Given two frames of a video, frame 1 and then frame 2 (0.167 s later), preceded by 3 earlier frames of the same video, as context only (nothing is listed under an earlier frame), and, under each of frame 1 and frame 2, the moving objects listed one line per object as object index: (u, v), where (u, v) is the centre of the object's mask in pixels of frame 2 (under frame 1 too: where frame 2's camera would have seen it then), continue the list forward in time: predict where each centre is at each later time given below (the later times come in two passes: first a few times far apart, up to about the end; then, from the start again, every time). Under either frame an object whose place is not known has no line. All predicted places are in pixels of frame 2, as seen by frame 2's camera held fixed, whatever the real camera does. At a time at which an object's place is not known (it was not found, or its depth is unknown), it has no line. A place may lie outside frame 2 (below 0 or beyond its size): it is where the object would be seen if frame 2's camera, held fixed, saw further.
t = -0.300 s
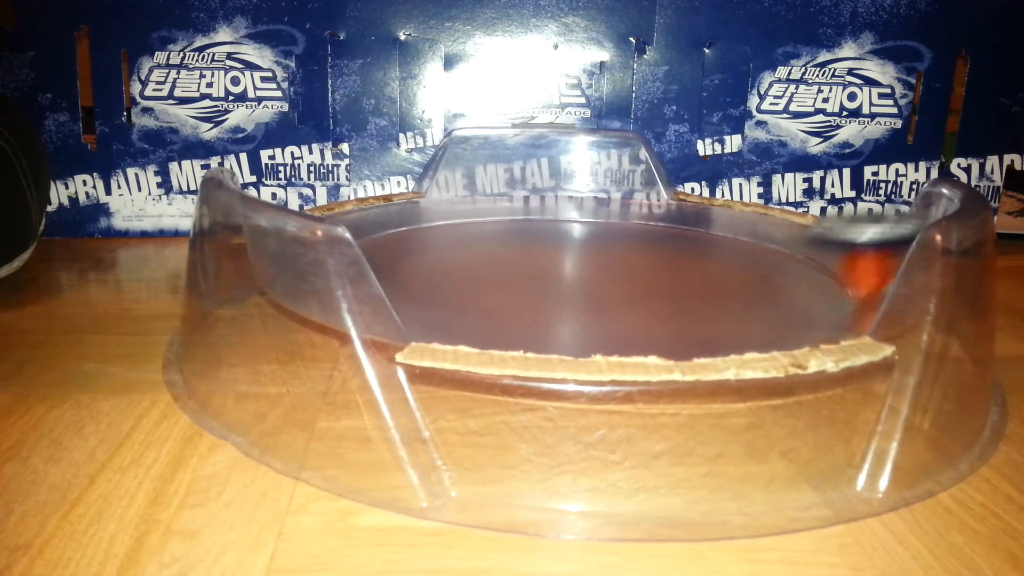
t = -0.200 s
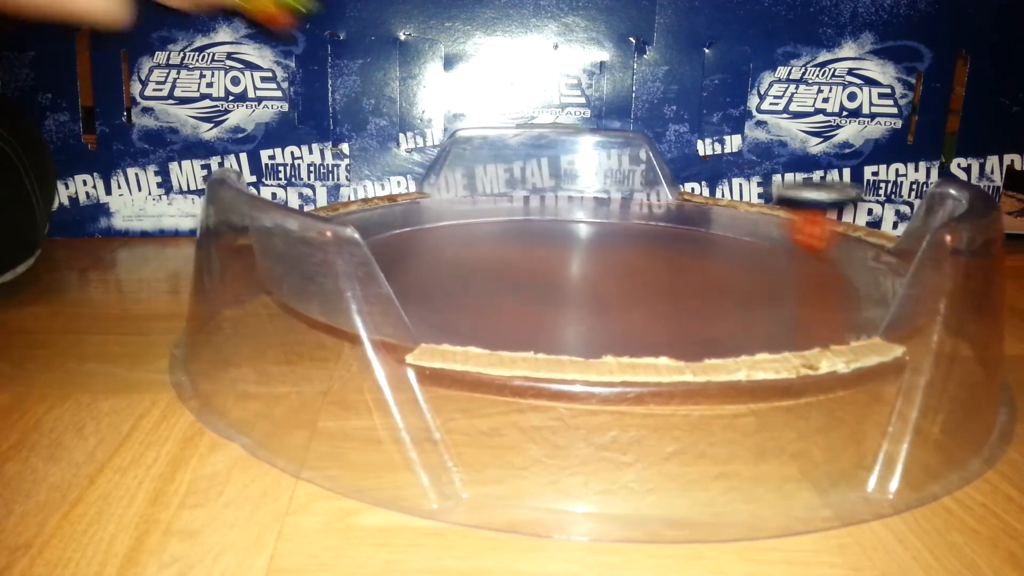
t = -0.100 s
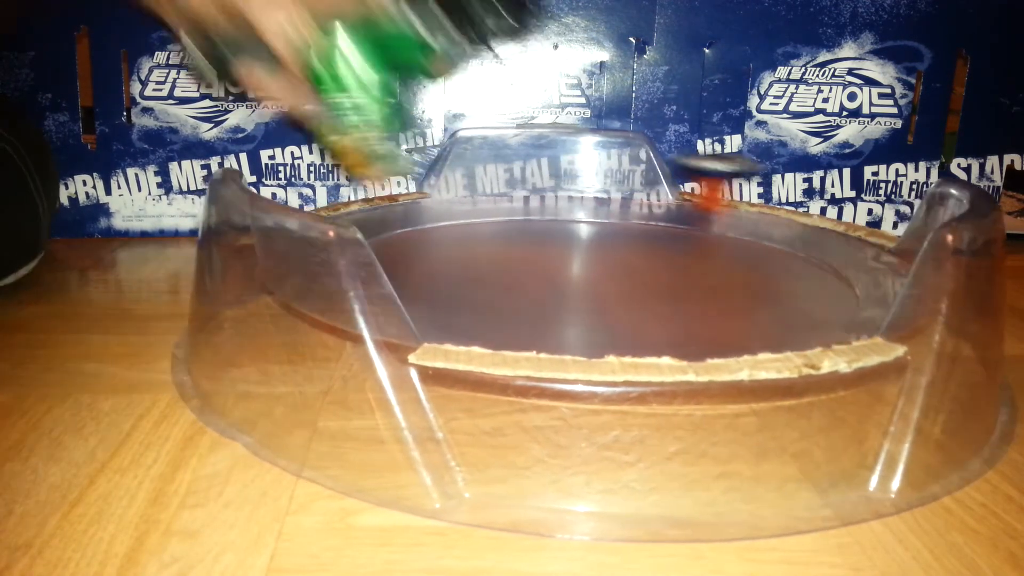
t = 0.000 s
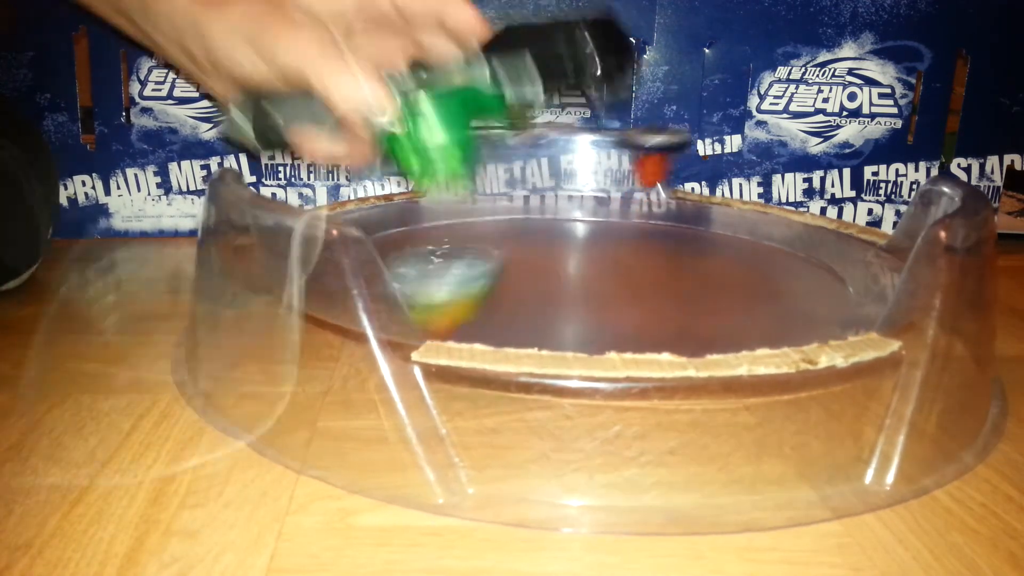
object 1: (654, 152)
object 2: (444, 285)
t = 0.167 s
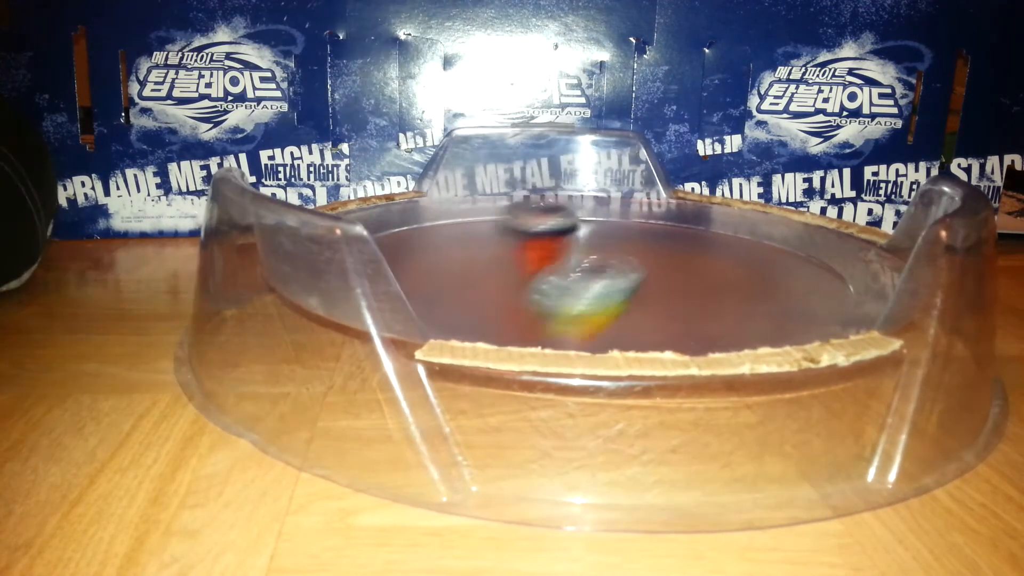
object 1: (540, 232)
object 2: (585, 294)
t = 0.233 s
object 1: (487, 254)
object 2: (639, 278)
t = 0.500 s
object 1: (513, 286)
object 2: (667, 253)
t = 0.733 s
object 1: (783, 283)
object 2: (513, 251)
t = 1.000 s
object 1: (700, 208)
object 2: (461, 290)
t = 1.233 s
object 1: (478, 192)
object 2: (730, 306)
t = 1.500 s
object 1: (383, 253)
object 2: (738, 251)
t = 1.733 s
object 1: (752, 293)
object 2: (495, 209)
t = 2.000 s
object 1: (780, 215)
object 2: (391, 249)
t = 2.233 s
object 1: (531, 188)
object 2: (675, 313)
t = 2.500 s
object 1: (354, 213)
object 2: (790, 240)
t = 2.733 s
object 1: (628, 297)
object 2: (566, 198)
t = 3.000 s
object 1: (835, 234)
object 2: (374, 227)
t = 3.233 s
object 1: (638, 191)
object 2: (595, 313)
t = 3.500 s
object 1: (395, 203)
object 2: (844, 254)
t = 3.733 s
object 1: (411, 258)
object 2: (655, 203)
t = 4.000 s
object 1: (779, 290)
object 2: (399, 211)
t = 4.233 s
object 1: (819, 230)
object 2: (425, 279)
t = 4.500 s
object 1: (614, 194)
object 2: (809, 297)
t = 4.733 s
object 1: (431, 205)
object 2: (787, 225)
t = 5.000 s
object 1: (418, 259)
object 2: (537, 198)
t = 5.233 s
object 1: (660, 298)
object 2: (377, 219)
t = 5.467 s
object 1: (767, 272)
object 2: (472, 299)
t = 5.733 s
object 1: (587, 206)
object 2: (819, 286)
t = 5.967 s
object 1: (417, 219)
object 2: (754, 223)
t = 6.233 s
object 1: (501, 289)
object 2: (517, 203)
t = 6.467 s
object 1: (773, 286)
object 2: (397, 236)
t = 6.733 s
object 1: (743, 225)
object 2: (591, 311)
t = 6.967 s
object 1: (557, 207)
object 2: (780, 275)
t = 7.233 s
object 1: (418, 240)
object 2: (628, 226)
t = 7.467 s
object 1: (627, 297)
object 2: (453, 249)
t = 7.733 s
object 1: (762, 254)
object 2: (570, 305)
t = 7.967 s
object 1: (625, 218)
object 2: (739, 281)
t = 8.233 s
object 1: (454, 233)
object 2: (628, 234)
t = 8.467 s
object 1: (514, 288)
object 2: (463, 238)
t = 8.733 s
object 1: (737, 286)
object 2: (529, 301)
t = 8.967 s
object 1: (687, 234)
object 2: (735, 290)
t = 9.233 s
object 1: (517, 228)
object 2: (664, 239)
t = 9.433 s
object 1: (467, 257)
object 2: (530, 233)
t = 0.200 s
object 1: (513, 241)
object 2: (614, 274)
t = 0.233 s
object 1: (487, 254)
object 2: (639, 278)
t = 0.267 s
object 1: (462, 273)
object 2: (659, 292)
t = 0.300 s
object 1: (445, 272)
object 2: (674, 275)
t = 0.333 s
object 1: (435, 272)
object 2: (686, 276)
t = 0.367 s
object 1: (432, 273)
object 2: (691, 268)
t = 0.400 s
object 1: (437, 277)
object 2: (692, 264)
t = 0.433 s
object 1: (452, 280)
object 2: (687, 259)
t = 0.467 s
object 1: (478, 282)
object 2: (678, 257)
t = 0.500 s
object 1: (513, 286)
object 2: (667, 253)
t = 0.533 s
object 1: (553, 288)
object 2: (654, 251)
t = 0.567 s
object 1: (602, 292)
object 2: (637, 239)
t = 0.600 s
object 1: (645, 293)
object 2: (612, 238)
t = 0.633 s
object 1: (691, 292)
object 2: (589, 246)
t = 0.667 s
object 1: (730, 292)
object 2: (563, 247)
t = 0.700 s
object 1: (761, 290)
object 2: (540, 247)
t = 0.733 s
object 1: (783, 283)
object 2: (513, 251)
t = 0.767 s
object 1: (798, 278)
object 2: (492, 253)
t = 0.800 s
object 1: (804, 274)
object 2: (472, 257)
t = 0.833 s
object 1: (802, 254)
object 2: (457, 260)
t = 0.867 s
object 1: (791, 242)
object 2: (444, 264)
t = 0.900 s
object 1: (774, 232)
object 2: (438, 270)
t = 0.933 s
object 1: (754, 224)
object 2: (437, 276)
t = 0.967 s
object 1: (729, 215)
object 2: (444, 283)
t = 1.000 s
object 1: (700, 208)
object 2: (461, 290)
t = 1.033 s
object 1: (672, 203)
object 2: (487, 297)
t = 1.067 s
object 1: (641, 197)
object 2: (519, 304)
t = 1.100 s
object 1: (611, 193)
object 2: (560, 308)
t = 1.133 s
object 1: (574, 189)
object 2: (604, 311)
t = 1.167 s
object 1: (540, 187)
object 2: (651, 311)
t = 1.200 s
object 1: (509, 189)
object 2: (694, 310)
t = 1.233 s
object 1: (478, 192)
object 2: (730, 306)
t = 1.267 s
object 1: (445, 194)
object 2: (760, 301)
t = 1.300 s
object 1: (414, 198)
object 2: (781, 294)
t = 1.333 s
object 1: (389, 204)
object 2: (792, 287)
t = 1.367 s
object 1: (370, 205)
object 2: (795, 279)
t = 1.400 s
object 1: (355, 205)
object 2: (789, 273)
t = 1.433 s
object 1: (352, 212)
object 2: (779, 266)
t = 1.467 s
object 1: (370, 224)
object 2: (760, 259)
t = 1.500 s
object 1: (383, 253)
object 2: (738, 251)
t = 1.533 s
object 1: (415, 265)
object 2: (709, 243)
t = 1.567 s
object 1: (446, 282)
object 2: (678, 235)
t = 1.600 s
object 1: (502, 292)
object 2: (643, 229)
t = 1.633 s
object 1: (572, 297)
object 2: (609, 222)
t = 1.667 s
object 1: (637, 297)
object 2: (572, 213)
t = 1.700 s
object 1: (699, 298)
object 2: (530, 210)
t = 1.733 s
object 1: (752, 293)
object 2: (495, 209)
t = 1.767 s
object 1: (795, 287)
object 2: (457, 205)
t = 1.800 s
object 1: (826, 277)
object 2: (424, 203)
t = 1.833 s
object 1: (843, 272)
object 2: (394, 205)
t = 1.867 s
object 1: (849, 268)
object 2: (372, 207)
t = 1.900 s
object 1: (843, 242)
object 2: (359, 211)
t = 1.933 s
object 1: (829, 231)
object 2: (358, 217)
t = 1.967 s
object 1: (806, 222)
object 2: (381, 237)
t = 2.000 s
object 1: (780, 215)
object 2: (391, 249)
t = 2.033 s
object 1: (745, 206)
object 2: (406, 266)
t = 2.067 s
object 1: (710, 200)
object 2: (427, 281)
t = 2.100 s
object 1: (679, 196)
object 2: (455, 296)
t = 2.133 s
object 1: (641, 191)
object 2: (505, 305)
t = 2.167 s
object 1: (605, 188)
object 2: (563, 311)
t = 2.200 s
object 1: (565, 187)
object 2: (620, 313)
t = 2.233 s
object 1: (531, 188)
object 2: (675, 313)
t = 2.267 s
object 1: (494, 189)
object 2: (722, 309)
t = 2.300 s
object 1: (460, 191)
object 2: (761, 303)
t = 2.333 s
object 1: (433, 195)
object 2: (790, 296)
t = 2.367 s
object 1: (404, 200)
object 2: (808, 284)
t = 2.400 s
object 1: (382, 204)
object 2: (816, 273)
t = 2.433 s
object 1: (365, 204)
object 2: (816, 263)
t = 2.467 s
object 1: (353, 205)
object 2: (806, 250)
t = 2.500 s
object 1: (354, 213)
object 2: (790, 240)
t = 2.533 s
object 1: (372, 226)
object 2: (769, 230)
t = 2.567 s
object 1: (393, 238)
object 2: (745, 220)
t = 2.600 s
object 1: (417, 264)
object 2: (713, 211)
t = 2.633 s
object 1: (447, 283)
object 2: (682, 205)
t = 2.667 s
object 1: (501, 291)
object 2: (645, 201)
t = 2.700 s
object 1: (566, 296)
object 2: (607, 198)
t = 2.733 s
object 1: (628, 297)
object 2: (566, 198)
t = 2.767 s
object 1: (692, 298)
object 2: (526, 197)
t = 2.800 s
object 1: (744, 294)
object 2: (487, 199)
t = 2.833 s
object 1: (787, 288)
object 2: (449, 202)
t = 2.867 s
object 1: (821, 280)
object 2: (419, 207)
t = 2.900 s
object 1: (843, 273)
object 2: (392, 212)
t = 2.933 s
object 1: (850, 267)
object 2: (377, 216)
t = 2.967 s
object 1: (847, 246)
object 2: (368, 220)
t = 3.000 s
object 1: (835, 234)
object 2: (374, 227)
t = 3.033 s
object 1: (819, 226)
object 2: (384, 239)
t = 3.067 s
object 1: (795, 218)
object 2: (399, 255)
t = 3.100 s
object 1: (769, 209)
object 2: (415, 273)
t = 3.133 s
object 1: (736, 203)
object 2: (441, 289)
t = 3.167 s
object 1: (702, 198)
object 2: (474, 300)
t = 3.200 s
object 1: (674, 195)
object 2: (532, 308)
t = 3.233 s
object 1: (638, 191)
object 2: (595, 313)
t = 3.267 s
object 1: (605, 189)
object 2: (657, 314)
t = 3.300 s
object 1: (568, 188)
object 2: (714, 312)
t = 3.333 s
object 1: (537, 188)
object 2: (762, 306)
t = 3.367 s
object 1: (503, 190)
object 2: (801, 298)
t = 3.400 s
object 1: (476, 191)
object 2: (829, 287)
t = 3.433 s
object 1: (446, 194)
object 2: (847, 276)
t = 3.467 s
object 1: (418, 198)
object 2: (850, 264)
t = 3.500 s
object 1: (395, 203)
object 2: (844, 254)
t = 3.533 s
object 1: (376, 204)
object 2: (831, 244)
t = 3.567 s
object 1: (361, 204)
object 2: (811, 233)
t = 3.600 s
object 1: (355, 207)
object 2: (783, 224)
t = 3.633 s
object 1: (360, 214)
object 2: (753, 217)
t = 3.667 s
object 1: (362, 230)
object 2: (720, 211)
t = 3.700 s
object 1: (378, 239)
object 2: (686, 205)
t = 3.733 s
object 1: (411, 258)
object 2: (655, 203)
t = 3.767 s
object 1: (436, 277)
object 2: (619, 200)
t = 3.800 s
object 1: (475, 286)
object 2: (583, 199)
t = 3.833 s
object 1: (527, 293)
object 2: (548, 198)
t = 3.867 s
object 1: (584, 296)
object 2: (516, 198)
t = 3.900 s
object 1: (641, 298)
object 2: (484, 200)
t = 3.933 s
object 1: (694, 299)
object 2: (452, 202)
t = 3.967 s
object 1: (741, 295)
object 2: (423, 206)
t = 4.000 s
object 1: (779, 290)
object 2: (399, 211)
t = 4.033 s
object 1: (811, 284)
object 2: (381, 215)
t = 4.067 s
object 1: (832, 277)
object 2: (370, 218)
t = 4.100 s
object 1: (843, 271)
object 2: (368, 222)
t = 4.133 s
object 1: (848, 268)
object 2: (385, 239)
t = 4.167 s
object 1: (845, 264)
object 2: (389, 245)
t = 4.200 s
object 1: (834, 238)
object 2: (405, 261)
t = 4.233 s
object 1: (819, 230)
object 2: (425, 279)
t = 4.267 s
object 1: (801, 223)
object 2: (451, 294)
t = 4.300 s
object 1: (779, 217)
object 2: (493, 303)
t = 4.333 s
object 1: (755, 212)
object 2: (548, 310)
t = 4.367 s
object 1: (729, 206)
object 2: (611, 314)
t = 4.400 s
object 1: (700, 203)
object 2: (674, 313)
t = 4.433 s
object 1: (673, 199)
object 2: (726, 312)
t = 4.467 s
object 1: (644, 196)
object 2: (773, 305)
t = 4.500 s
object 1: (614, 194)
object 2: (809, 297)
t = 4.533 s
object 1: (583, 192)
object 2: (834, 287)
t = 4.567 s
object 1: (555, 193)
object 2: (850, 274)
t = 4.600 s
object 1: (527, 194)
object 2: (851, 264)
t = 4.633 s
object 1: (498, 194)
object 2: (846, 254)
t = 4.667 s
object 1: (476, 197)
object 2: (833, 244)
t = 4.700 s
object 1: (451, 200)
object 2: (812, 234)
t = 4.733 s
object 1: (431, 205)
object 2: (787, 225)
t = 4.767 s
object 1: (413, 208)
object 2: (760, 219)
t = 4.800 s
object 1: (398, 213)
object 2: (730, 212)
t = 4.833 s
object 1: (389, 215)
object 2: (699, 208)
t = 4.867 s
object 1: (386, 219)
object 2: (669, 205)
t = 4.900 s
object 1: (388, 223)
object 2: (635, 202)
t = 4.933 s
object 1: (397, 232)
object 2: (603, 199)
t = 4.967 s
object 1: (407, 245)
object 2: (568, 198)
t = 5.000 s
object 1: (418, 259)
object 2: (537, 198)
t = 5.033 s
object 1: (435, 272)
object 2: (510, 197)
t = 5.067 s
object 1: (463, 281)
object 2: (481, 199)
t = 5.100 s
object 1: (497, 287)
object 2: (452, 203)
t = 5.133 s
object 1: (536, 293)
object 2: (426, 207)
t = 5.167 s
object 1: (578, 296)
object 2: (404, 212)
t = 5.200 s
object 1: (621, 298)
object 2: (387, 216)
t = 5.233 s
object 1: (660, 298)
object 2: (377, 219)
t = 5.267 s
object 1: (695, 296)
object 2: (379, 228)
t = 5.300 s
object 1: (723, 291)
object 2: (388, 238)
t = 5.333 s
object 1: (747, 285)
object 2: (393, 245)
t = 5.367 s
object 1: (761, 283)
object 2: (405, 260)
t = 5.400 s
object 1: (770, 279)
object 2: (421, 274)
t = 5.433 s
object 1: (771, 276)
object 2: (444, 288)
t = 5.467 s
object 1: (767, 272)
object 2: (472, 299)
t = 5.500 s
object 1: (753, 245)
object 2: (522, 307)
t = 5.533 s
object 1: (736, 239)
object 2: (576, 311)
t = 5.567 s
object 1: (717, 231)
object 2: (631, 313)
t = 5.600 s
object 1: (697, 224)
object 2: (683, 313)
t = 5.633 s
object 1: (671, 219)
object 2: (728, 310)
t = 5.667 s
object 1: (644, 213)
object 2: (766, 303)
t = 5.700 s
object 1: (617, 209)
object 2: (796, 296)
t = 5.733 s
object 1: (587, 206)
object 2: (819, 286)
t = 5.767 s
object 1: (557, 207)
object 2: (831, 275)
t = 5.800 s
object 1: (529, 206)
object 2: (833, 264)
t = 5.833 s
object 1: (502, 205)
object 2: (829, 256)
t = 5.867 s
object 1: (477, 206)
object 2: (819, 248)
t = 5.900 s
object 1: (453, 209)
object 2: (802, 237)
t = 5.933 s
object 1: (434, 214)
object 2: (779, 229)
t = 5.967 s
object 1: (417, 219)
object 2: (754, 223)
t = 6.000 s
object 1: (405, 224)
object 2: (725, 217)
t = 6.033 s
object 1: (401, 227)
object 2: (699, 212)
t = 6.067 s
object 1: (404, 234)
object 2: (672, 209)
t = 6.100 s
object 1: (410, 245)
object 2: (637, 205)
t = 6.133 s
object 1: (421, 258)
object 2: (605, 204)
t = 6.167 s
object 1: (437, 272)
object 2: (573, 202)
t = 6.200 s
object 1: (465, 280)
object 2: (546, 203)
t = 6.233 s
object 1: (501, 289)
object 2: (517, 203)
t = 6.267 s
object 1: (540, 292)
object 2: (487, 205)
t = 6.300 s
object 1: (585, 297)
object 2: (460, 208)
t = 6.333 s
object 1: (633, 298)
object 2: (437, 213)
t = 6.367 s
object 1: (677, 298)
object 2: (416, 219)
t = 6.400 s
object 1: (715, 296)
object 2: (404, 225)
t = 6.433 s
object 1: (748, 291)
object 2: (399, 228)
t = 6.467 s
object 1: (773, 286)
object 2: (397, 236)
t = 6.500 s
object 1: (793, 282)
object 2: (402, 247)
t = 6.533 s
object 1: (804, 277)
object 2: (410, 259)
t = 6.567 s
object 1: (808, 274)
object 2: (423, 271)
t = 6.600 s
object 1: (807, 271)
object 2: (439, 283)
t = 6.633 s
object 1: (798, 247)
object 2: (463, 292)
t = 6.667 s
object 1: (784, 238)
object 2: (503, 300)
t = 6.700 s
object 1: (765, 231)
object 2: (545, 308)
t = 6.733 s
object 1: (743, 225)
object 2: (591, 311)
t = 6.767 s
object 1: (720, 218)
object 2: (637, 312)
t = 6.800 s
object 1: (696, 214)
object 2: (679, 310)
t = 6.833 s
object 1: (671, 212)
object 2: (715, 306)
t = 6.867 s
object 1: (642, 209)
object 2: (743, 300)
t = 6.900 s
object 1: (615, 206)
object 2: (764, 292)
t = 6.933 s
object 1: (588, 203)
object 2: (777, 284)
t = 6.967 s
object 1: (557, 207)
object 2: (780, 275)
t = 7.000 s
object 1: (531, 207)
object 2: (776, 266)
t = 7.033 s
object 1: (506, 208)
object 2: (766, 258)
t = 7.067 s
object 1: (482, 211)
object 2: (750, 251)
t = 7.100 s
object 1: (461, 215)
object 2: (728, 244)
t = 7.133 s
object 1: (444, 222)
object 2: (708, 237)
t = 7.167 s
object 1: (432, 227)
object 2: (681, 232)
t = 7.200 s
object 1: (422, 235)
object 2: (656, 228)
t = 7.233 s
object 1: (418, 240)
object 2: (628, 226)
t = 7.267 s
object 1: (423, 253)
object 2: (599, 223)
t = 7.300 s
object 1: (431, 263)
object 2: (569, 225)
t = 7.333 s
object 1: (449, 275)
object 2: (544, 224)
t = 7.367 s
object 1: (476, 282)
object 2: (521, 225)
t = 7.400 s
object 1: (544, 293)
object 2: (477, 234)
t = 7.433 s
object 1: (585, 297)
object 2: (463, 242)
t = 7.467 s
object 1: (627, 297)
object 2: (453, 249)
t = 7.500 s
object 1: (666, 298)
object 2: (448, 255)
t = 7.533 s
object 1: (698, 295)
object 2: (449, 264)
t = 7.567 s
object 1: (726, 293)
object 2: (455, 272)
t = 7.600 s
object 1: (747, 287)
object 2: (469, 282)
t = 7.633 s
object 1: (761, 281)
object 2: (487, 289)
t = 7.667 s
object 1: (769, 276)
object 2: (511, 296)
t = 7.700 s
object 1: (769, 261)
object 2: (537, 301)
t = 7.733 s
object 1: (762, 254)
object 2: (570, 305)
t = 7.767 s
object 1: (750, 246)
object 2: (604, 307)
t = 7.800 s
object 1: (733, 238)
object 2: (638, 307)
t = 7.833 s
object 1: (715, 233)
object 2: (668, 305)
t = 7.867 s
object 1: (696, 228)
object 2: (695, 301)
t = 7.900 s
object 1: (672, 224)
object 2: (715, 296)
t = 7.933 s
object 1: (649, 220)
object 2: (730, 289)
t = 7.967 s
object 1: (625, 218)
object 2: (739, 281)
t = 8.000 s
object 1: (598, 217)
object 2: (740, 274)
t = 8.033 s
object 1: (571, 215)
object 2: (737, 266)
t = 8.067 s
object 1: (549, 218)
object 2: (727, 259)
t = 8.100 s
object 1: (526, 219)
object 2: (712, 254)
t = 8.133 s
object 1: (504, 222)
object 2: (694, 248)
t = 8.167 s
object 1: (484, 224)
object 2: (674, 240)
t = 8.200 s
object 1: (467, 228)
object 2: (651, 236)
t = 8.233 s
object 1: (454, 233)
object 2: (628, 234)
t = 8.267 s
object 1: (444, 239)
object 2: (600, 231)
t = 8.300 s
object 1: (440, 245)
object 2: (572, 230)
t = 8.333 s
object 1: (441, 253)
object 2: (548, 229)
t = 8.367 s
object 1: (449, 270)
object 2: (526, 229)
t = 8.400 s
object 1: (465, 277)
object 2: (507, 226)
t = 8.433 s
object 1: (486, 280)
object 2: (483, 227)
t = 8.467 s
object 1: (514, 288)
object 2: (463, 238)
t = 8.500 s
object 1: (543, 291)
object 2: (452, 247)
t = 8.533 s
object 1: (579, 295)
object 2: (444, 253)
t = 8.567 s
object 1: (616, 297)
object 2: (443, 262)
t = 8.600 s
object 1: (649, 296)
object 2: (445, 269)
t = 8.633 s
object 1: (680, 294)
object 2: (456, 278)
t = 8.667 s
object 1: (705, 293)
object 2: (475, 287)
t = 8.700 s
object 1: (724, 290)
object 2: (499, 295)
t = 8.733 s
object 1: (737, 286)
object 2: (529, 301)
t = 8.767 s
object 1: (744, 282)
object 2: (563, 306)
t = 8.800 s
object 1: (746, 279)
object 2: (599, 308)
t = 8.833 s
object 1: (742, 260)
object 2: (636, 309)
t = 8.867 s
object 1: (734, 252)
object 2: (669, 307)
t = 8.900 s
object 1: (721, 243)
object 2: (697, 303)
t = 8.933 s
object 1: (706, 236)
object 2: (718, 298)
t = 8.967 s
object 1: (687, 234)
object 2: (735, 290)
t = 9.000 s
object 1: (668, 232)
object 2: (744, 283)
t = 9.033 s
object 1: (648, 229)
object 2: (747, 276)
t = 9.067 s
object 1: (626, 226)
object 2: (743, 268)
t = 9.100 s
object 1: (601, 225)
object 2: (734, 261)
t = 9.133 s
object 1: (577, 224)
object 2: (720, 256)
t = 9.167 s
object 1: (555, 224)
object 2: (703, 250)
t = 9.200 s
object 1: (537, 224)
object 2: (685, 244)
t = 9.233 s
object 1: (517, 228)
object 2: (664, 239)
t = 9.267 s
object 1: (501, 230)
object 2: (640, 237)
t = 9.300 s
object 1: (488, 234)
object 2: (616, 235)
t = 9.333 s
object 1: (477, 239)
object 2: (593, 232)
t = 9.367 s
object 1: (469, 244)
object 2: (566, 233)
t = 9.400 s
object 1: (466, 250)
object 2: (546, 233)
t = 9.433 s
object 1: (467, 257)
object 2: (530, 233)
